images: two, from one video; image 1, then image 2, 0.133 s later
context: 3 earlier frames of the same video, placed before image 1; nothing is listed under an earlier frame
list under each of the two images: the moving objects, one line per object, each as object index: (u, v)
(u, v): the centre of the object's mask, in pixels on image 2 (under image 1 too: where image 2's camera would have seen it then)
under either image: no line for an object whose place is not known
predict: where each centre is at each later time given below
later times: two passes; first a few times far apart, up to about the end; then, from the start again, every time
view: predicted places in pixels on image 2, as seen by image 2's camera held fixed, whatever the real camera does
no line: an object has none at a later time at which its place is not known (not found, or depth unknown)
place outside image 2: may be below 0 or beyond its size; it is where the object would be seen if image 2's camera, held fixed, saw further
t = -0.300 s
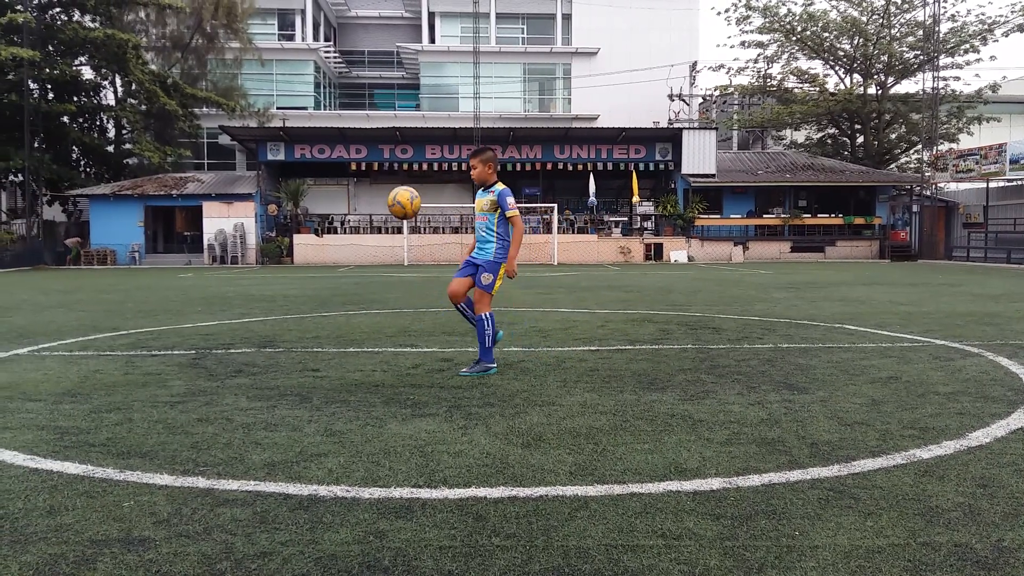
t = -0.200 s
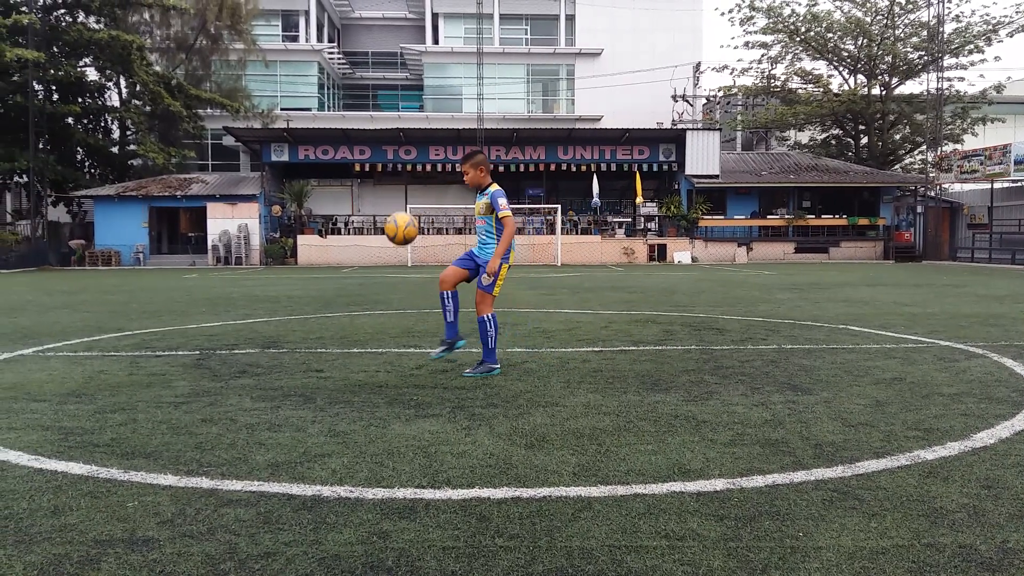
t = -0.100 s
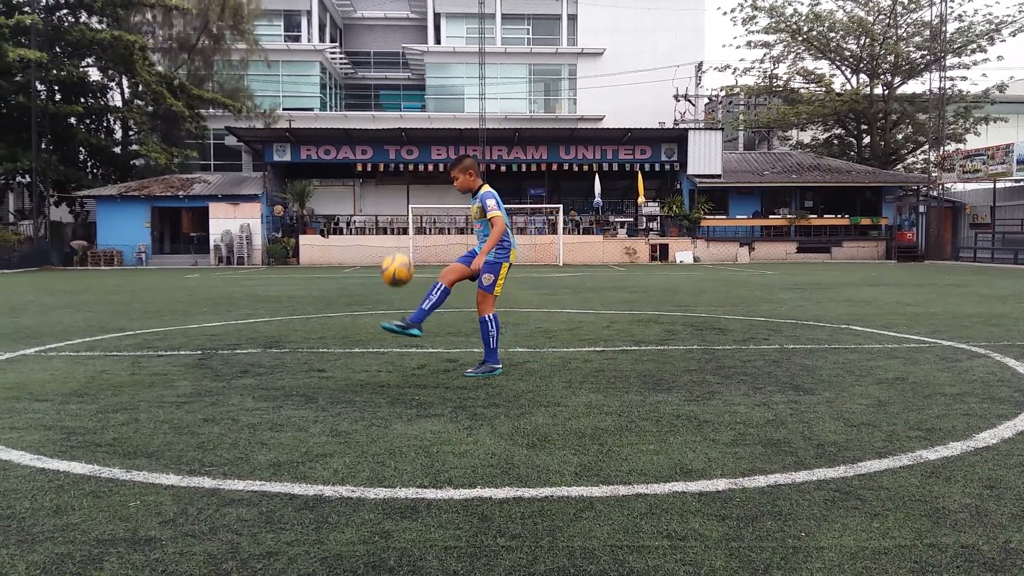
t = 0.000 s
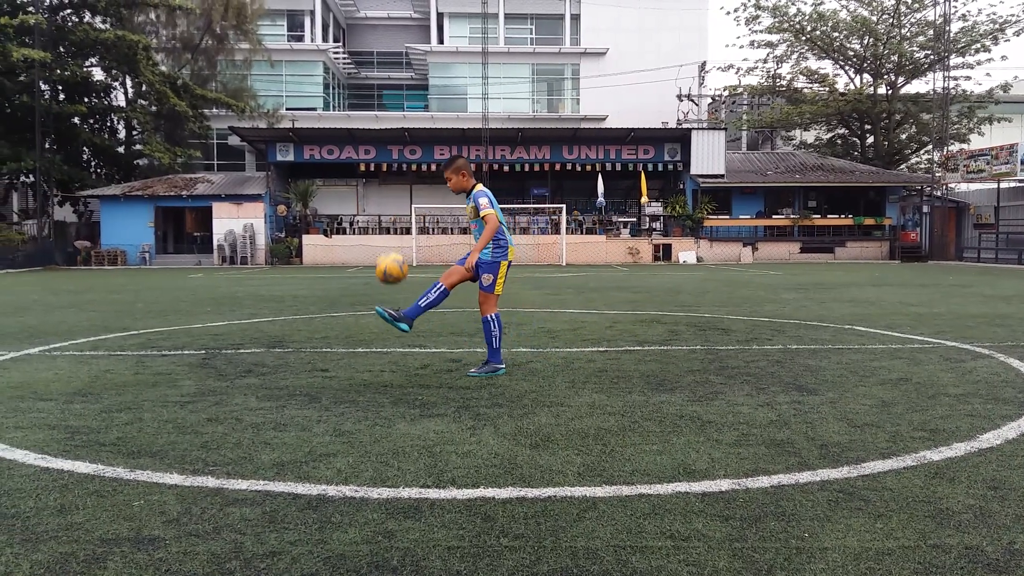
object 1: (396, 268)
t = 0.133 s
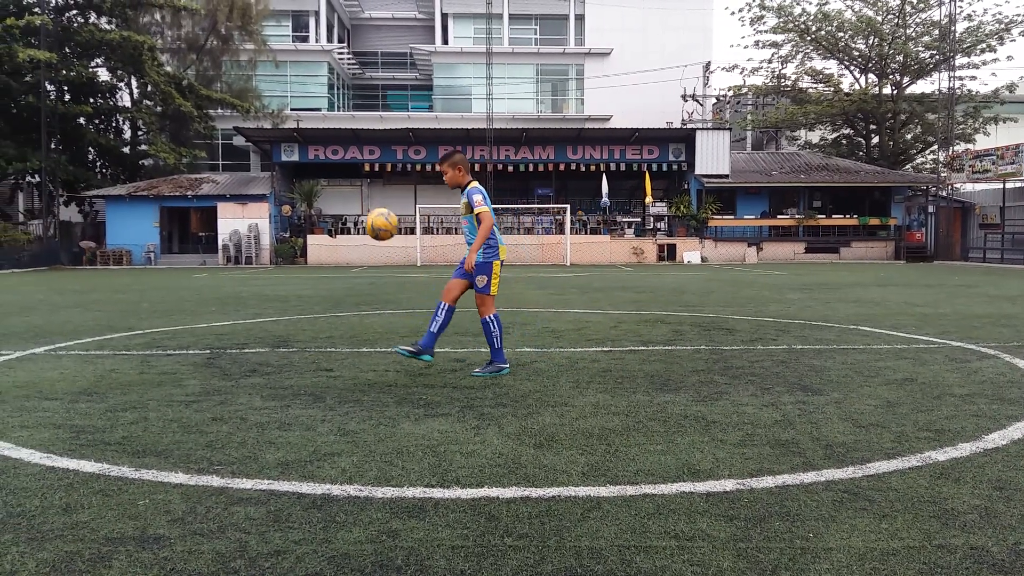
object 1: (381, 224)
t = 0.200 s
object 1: (374, 212)
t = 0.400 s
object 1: (355, 218)
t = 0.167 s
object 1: (378, 218)
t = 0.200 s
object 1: (374, 212)
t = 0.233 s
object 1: (372, 209)
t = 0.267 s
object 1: (368, 207)
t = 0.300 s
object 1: (365, 207)
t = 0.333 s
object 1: (361, 209)
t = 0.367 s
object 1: (358, 212)
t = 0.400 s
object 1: (355, 218)
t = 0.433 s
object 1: (351, 225)
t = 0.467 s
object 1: (348, 233)
